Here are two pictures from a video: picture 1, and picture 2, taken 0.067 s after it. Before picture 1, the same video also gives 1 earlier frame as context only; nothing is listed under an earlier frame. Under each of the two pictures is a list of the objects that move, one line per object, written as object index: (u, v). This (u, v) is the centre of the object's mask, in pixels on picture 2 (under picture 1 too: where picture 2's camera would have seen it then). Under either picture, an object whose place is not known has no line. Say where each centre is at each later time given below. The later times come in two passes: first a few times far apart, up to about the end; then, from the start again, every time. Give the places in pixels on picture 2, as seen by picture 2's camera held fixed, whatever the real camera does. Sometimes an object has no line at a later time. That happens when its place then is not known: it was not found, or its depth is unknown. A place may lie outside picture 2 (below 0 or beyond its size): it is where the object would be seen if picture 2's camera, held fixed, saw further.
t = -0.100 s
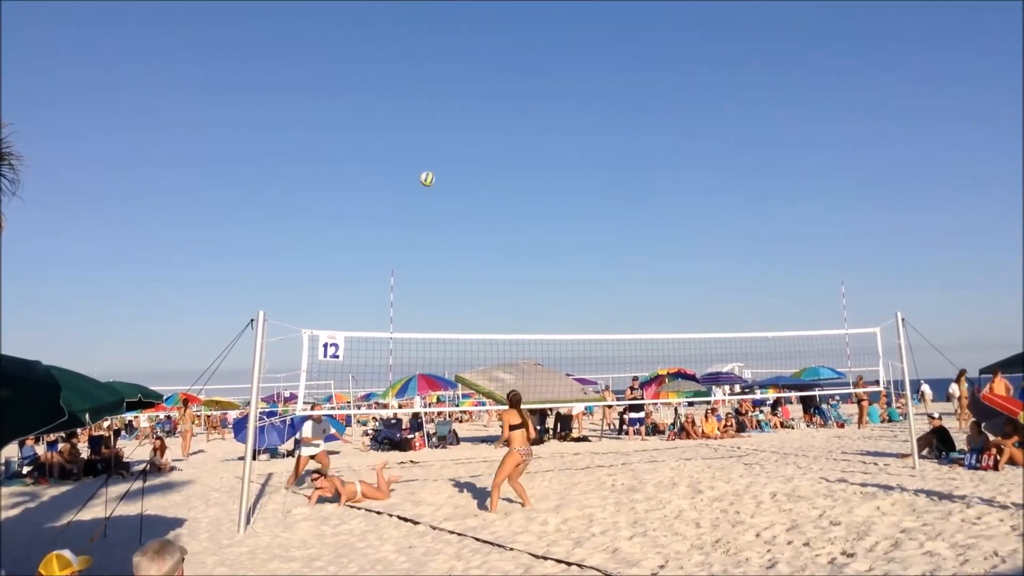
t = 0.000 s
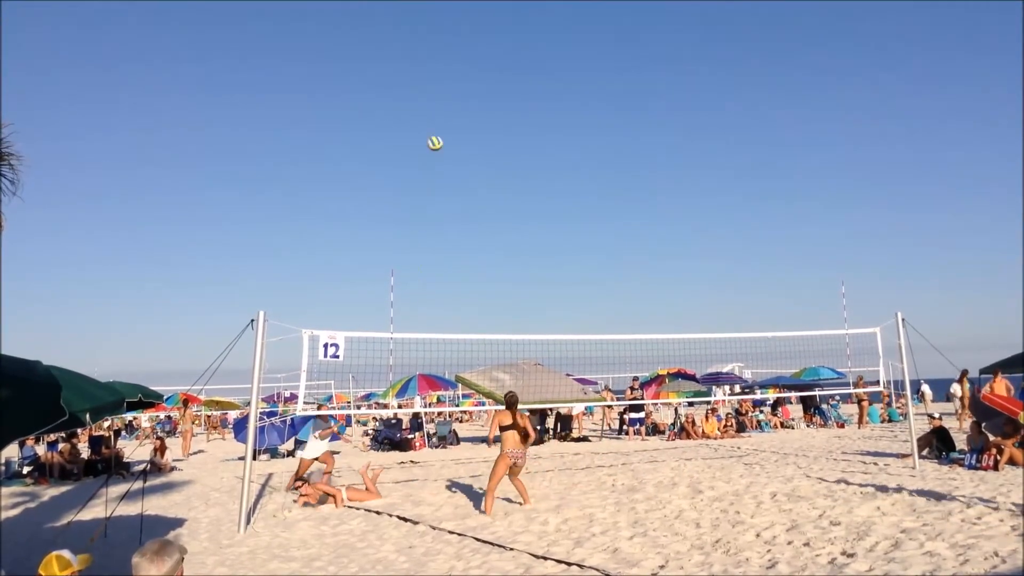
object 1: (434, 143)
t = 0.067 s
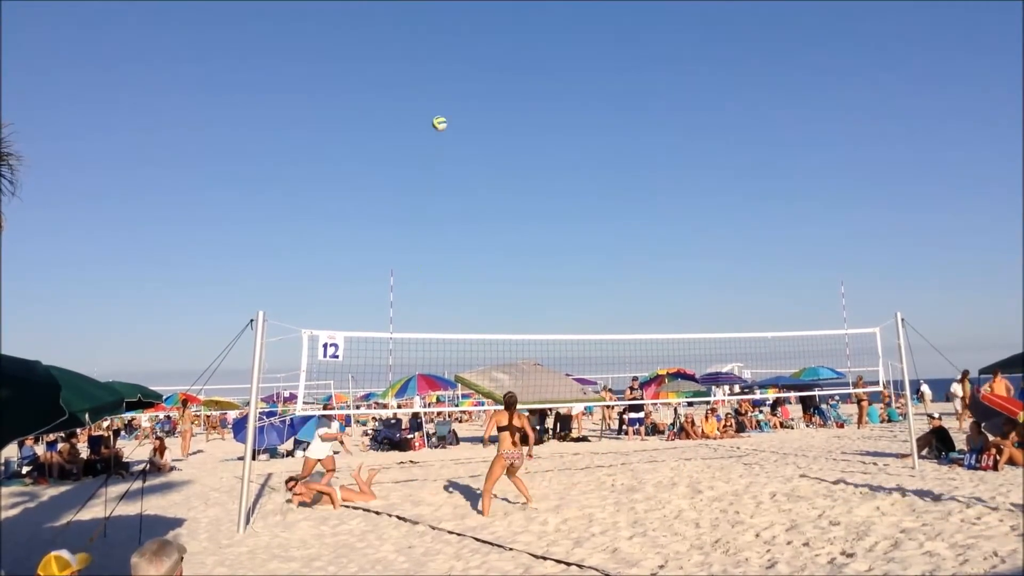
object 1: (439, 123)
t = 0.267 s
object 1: (454, 81)
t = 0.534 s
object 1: (475, 66)
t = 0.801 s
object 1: (496, 102)
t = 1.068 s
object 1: (518, 190)
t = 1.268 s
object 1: (534, 294)
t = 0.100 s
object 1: (442, 115)
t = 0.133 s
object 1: (444, 106)
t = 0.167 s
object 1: (446, 99)
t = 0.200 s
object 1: (449, 92)
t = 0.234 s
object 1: (451, 86)
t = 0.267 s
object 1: (454, 81)
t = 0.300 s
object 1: (457, 76)
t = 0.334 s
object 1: (459, 73)
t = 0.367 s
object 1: (462, 70)
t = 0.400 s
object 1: (464, 68)
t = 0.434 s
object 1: (467, 66)
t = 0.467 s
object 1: (469, 65)
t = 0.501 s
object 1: (472, 65)
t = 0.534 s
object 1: (475, 66)
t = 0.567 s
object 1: (478, 68)
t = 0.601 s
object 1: (480, 70)
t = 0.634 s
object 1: (483, 74)
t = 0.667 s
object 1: (485, 78)
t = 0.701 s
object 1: (488, 82)
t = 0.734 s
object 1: (491, 88)
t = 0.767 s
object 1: (494, 93)
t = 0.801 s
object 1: (496, 102)
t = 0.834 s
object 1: (499, 110)
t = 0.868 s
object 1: (502, 119)
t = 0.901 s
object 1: (505, 129)
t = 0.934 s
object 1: (506, 139)
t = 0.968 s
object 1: (509, 150)
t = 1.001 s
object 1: (512, 162)
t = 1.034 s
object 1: (515, 175)
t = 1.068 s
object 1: (518, 190)
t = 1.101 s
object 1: (521, 205)
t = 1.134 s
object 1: (523, 221)
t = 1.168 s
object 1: (526, 238)
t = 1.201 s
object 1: (528, 256)
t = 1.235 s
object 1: (531, 274)
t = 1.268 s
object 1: (534, 294)
